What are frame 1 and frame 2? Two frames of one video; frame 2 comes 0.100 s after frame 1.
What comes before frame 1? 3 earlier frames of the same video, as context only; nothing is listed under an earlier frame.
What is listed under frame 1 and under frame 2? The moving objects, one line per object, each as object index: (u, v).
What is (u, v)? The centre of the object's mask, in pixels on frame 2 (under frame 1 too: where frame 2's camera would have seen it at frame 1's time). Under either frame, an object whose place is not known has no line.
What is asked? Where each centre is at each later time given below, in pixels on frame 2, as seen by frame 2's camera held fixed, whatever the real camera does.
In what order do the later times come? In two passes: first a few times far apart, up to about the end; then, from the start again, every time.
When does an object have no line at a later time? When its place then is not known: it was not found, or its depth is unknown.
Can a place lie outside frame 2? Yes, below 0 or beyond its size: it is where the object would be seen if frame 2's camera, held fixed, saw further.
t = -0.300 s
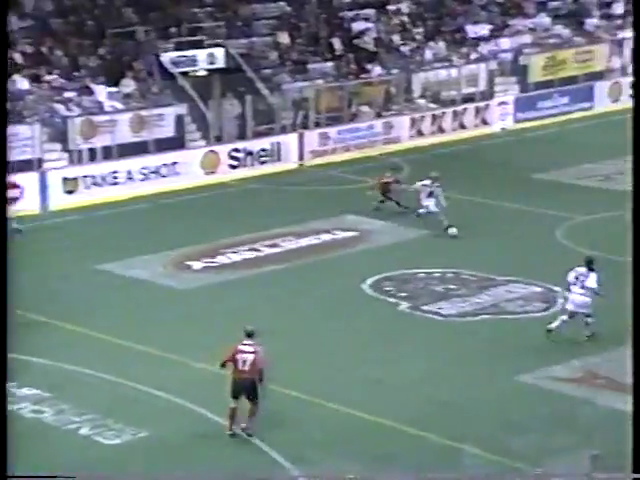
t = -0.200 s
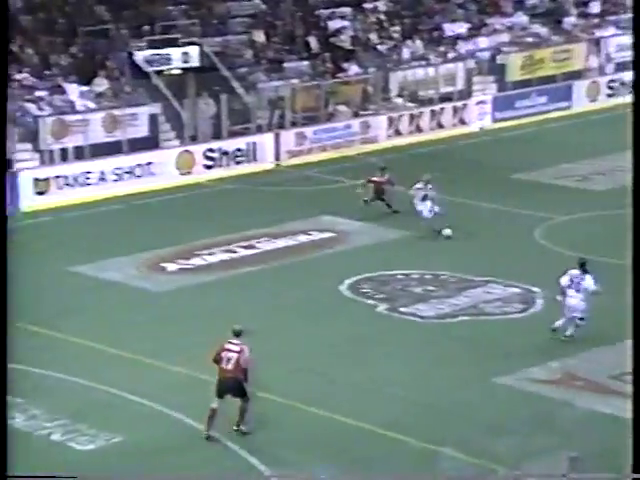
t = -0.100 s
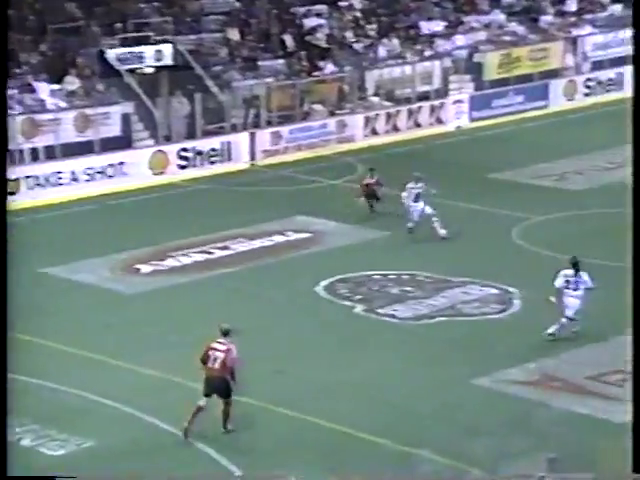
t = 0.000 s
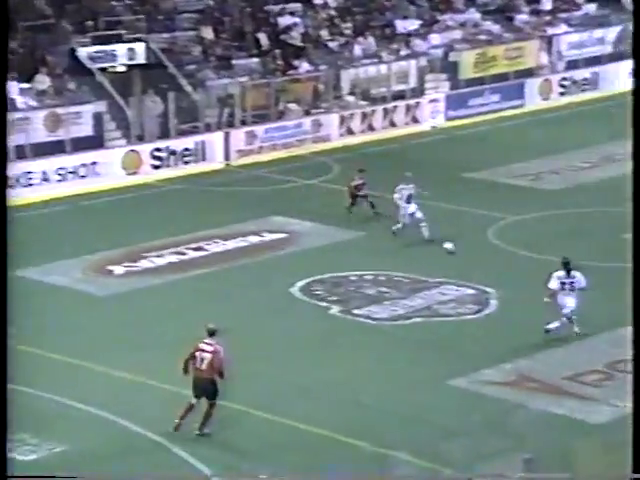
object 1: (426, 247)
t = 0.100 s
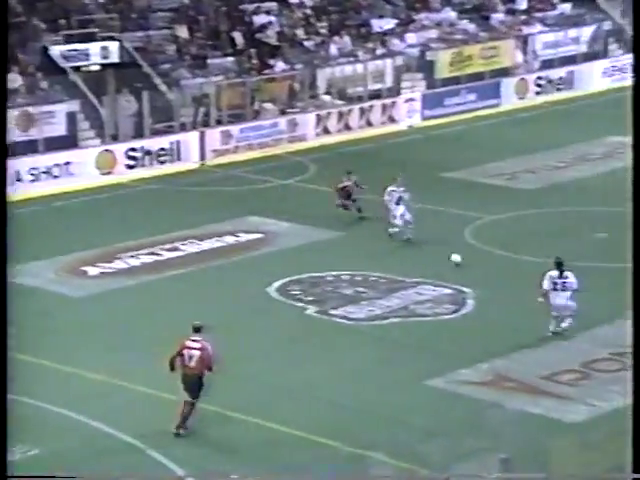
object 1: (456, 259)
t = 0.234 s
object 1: (499, 278)
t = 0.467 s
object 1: (575, 311)
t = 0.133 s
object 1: (469, 265)
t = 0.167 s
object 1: (479, 271)
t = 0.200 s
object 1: (489, 274)
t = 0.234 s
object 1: (499, 278)
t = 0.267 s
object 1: (509, 283)
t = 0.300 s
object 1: (521, 288)
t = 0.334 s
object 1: (532, 293)
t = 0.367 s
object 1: (542, 297)
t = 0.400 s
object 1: (551, 301)
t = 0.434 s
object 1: (563, 306)
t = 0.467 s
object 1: (575, 311)
